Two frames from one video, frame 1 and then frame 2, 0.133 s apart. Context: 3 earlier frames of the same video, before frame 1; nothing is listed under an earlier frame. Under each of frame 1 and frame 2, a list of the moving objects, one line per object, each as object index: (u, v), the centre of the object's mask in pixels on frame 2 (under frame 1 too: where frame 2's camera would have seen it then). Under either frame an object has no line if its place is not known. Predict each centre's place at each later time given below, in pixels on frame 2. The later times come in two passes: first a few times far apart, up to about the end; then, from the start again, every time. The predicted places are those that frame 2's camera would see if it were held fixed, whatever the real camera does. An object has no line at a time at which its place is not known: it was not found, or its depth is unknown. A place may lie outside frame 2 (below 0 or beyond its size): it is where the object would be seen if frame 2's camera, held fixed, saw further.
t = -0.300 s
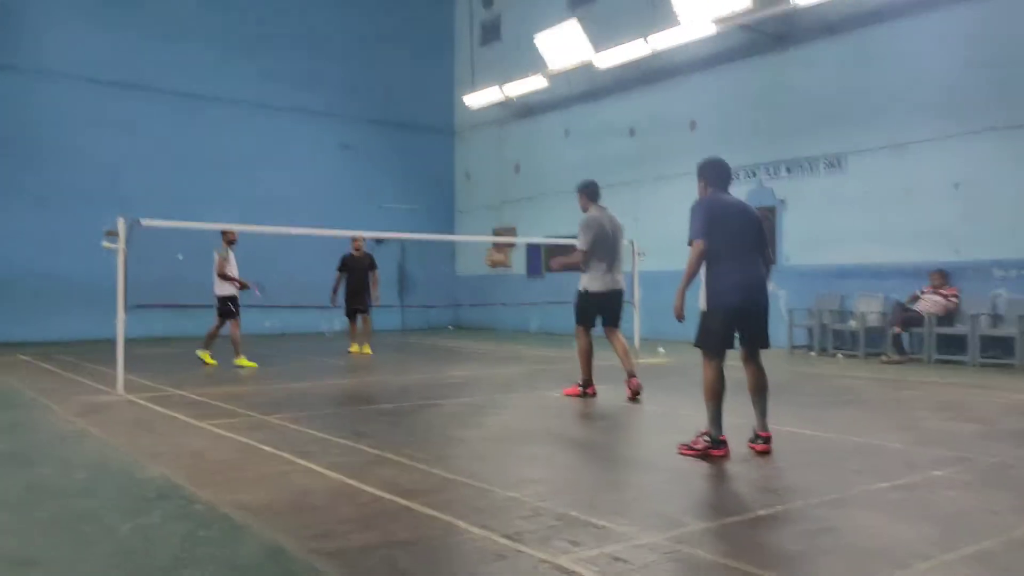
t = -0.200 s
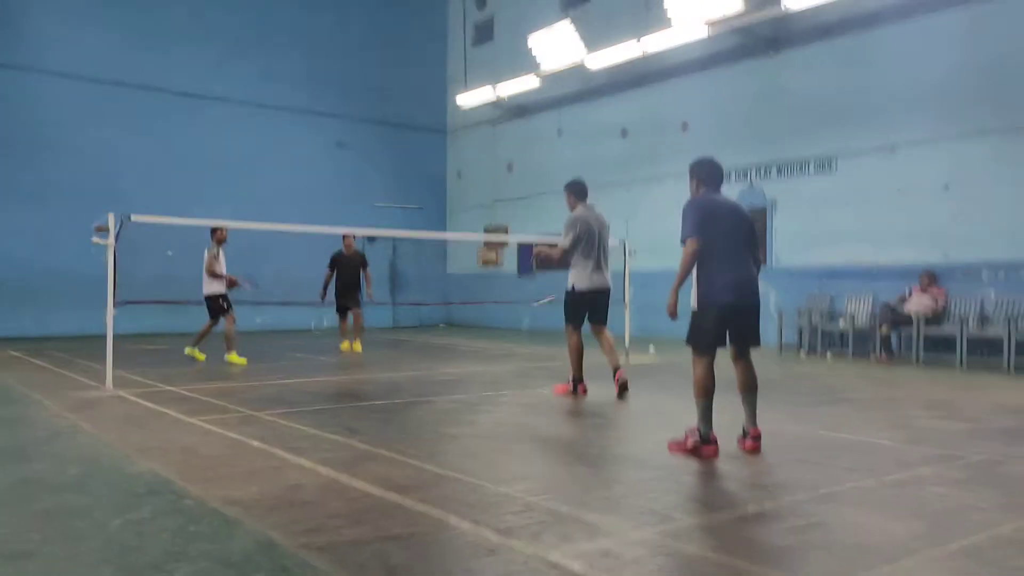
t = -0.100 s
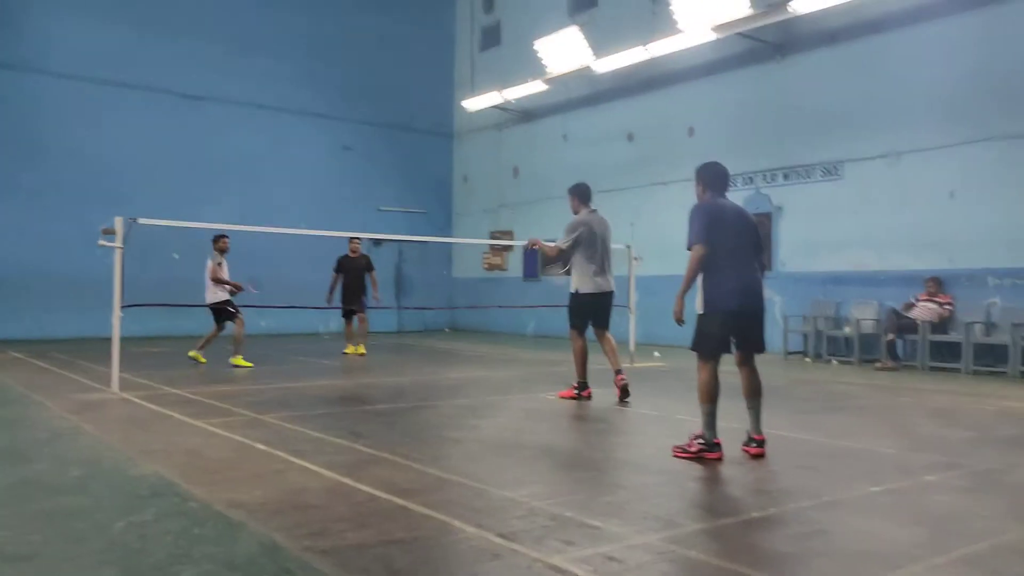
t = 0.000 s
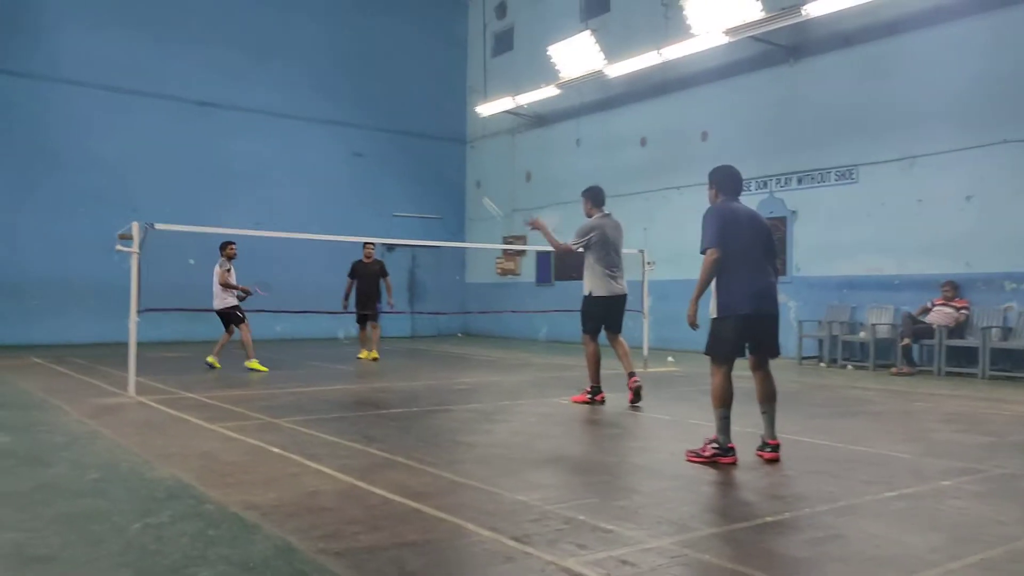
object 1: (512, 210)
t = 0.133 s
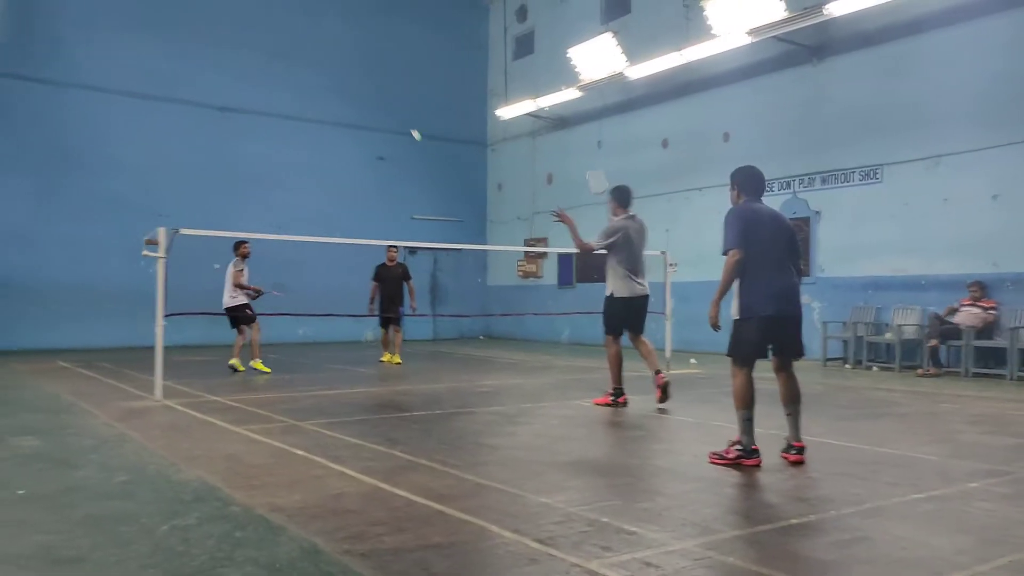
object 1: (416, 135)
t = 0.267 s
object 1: (364, 107)
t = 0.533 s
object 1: (302, 107)
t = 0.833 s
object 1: (262, 156)
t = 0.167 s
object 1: (400, 124)
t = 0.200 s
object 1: (386, 117)
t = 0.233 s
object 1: (374, 112)
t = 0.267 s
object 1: (364, 107)
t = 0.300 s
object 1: (353, 104)
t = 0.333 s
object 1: (344, 102)
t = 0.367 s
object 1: (336, 101)
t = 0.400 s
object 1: (328, 101)
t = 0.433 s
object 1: (321, 102)
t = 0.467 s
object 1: (314, 103)
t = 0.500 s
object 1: (308, 105)
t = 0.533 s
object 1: (302, 107)
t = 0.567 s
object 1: (297, 110)
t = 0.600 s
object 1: (292, 115)
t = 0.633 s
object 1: (286, 119)
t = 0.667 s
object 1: (281, 124)
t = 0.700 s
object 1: (277, 130)
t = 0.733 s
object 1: (273, 136)
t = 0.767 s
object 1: (269, 142)
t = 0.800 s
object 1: (265, 149)
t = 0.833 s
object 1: (262, 156)
